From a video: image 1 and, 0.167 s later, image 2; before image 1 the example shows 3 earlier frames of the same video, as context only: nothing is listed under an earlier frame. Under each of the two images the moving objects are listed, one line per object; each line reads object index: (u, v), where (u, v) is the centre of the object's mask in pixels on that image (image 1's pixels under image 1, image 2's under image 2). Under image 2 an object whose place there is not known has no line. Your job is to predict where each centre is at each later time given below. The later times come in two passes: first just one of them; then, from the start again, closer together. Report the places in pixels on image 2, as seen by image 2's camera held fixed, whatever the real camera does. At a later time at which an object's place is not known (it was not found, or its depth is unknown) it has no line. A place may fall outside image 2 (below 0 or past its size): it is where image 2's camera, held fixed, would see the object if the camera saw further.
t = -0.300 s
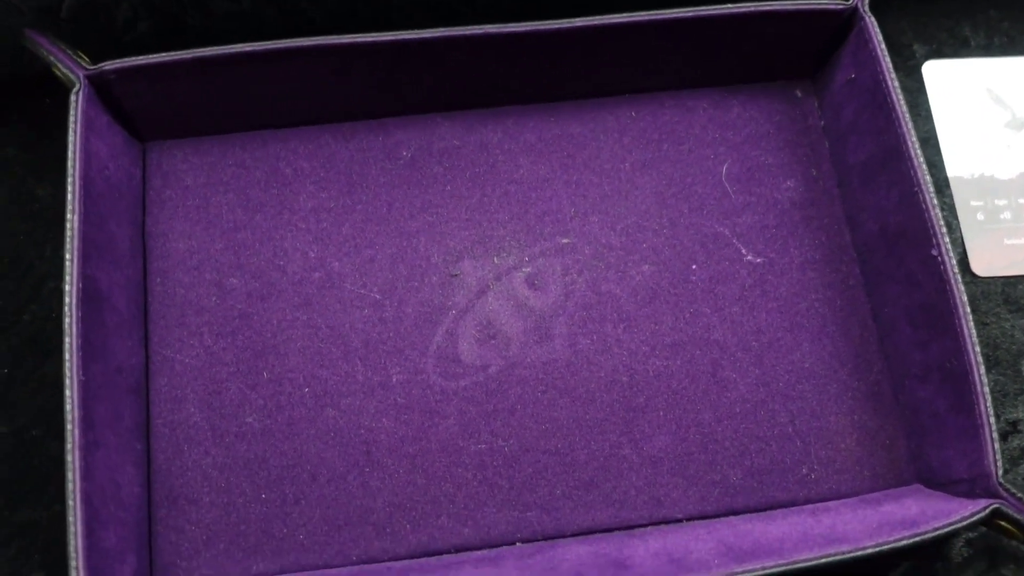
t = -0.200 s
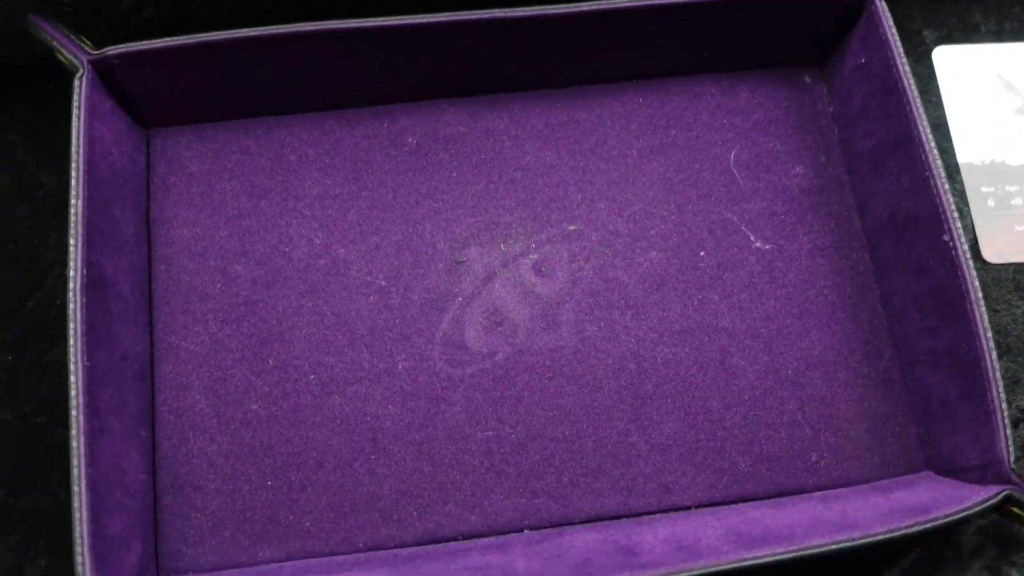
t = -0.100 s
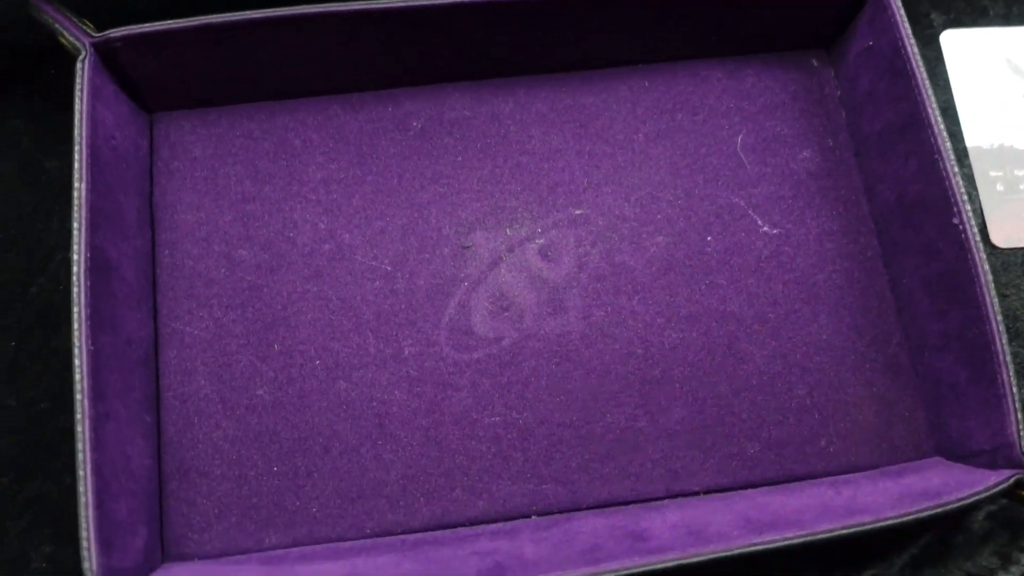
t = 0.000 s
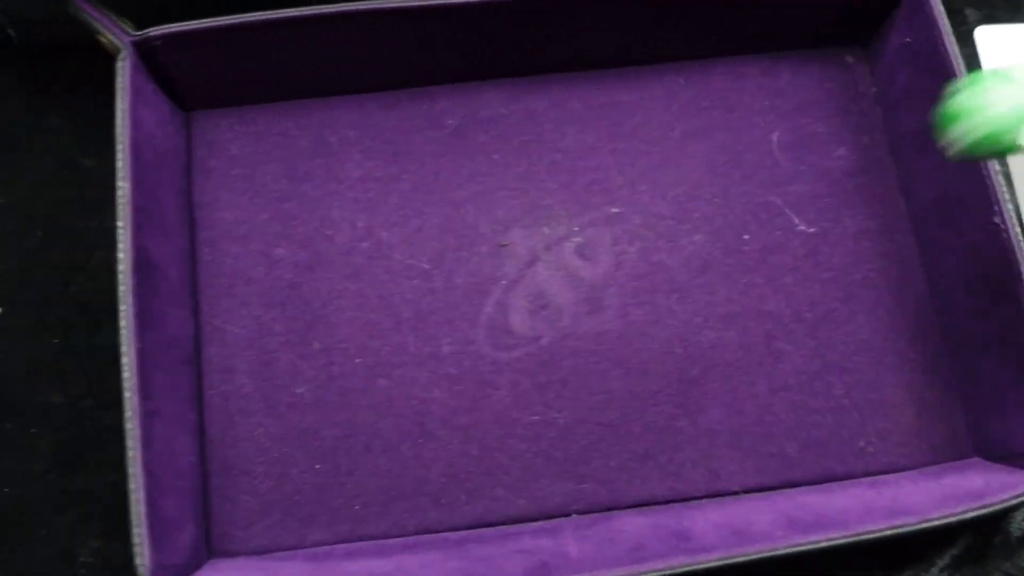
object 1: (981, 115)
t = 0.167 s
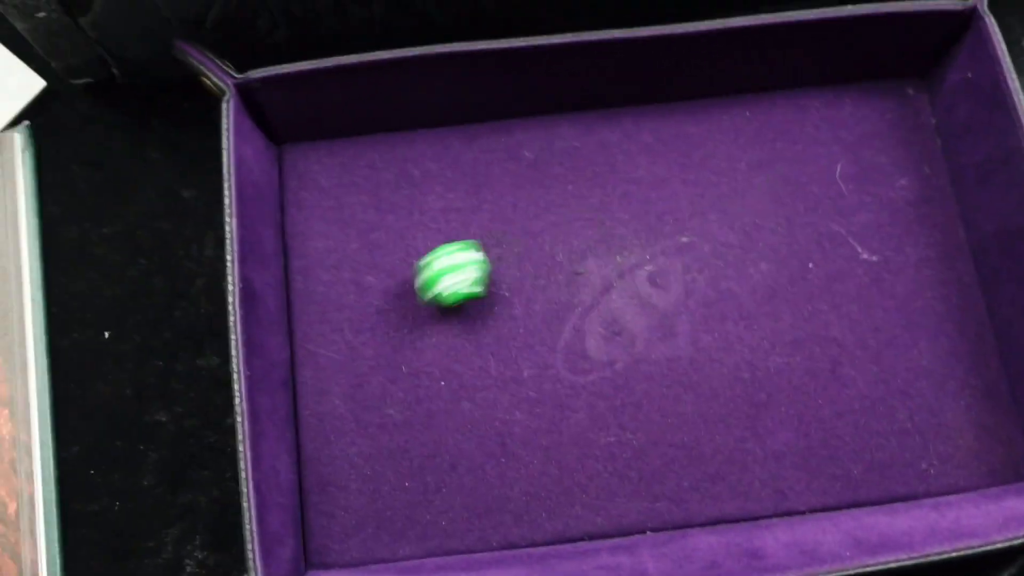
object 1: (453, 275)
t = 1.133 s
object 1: (442, 457)
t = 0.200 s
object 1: (362, 301)
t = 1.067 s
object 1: (441, 457)
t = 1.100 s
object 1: (441, 457)
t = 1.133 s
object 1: (442, 457)
